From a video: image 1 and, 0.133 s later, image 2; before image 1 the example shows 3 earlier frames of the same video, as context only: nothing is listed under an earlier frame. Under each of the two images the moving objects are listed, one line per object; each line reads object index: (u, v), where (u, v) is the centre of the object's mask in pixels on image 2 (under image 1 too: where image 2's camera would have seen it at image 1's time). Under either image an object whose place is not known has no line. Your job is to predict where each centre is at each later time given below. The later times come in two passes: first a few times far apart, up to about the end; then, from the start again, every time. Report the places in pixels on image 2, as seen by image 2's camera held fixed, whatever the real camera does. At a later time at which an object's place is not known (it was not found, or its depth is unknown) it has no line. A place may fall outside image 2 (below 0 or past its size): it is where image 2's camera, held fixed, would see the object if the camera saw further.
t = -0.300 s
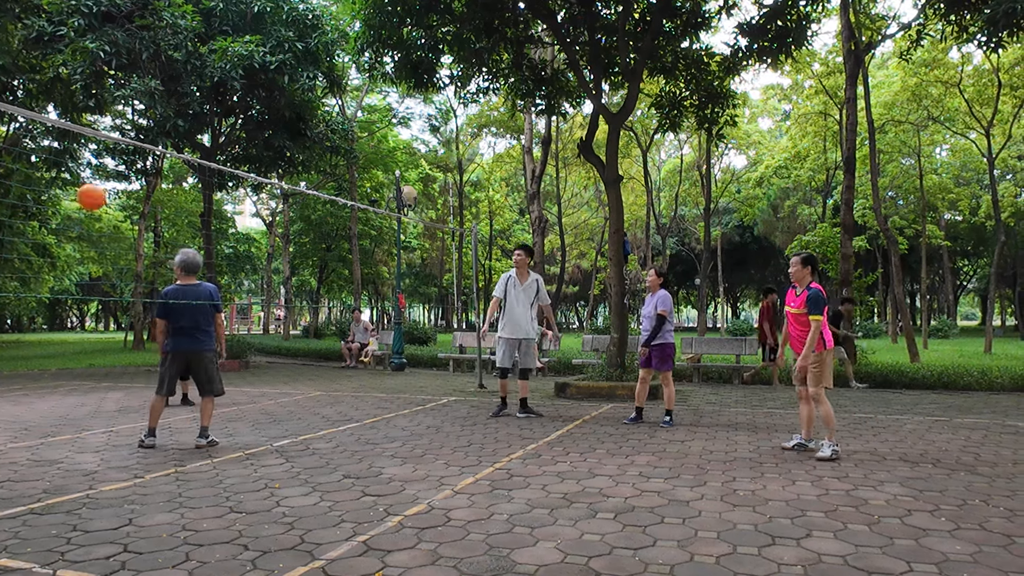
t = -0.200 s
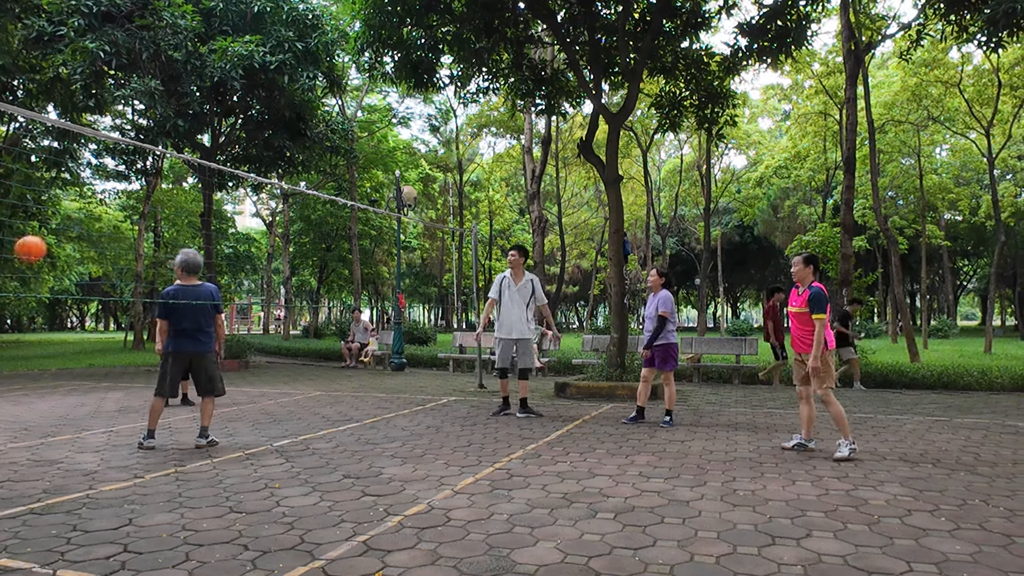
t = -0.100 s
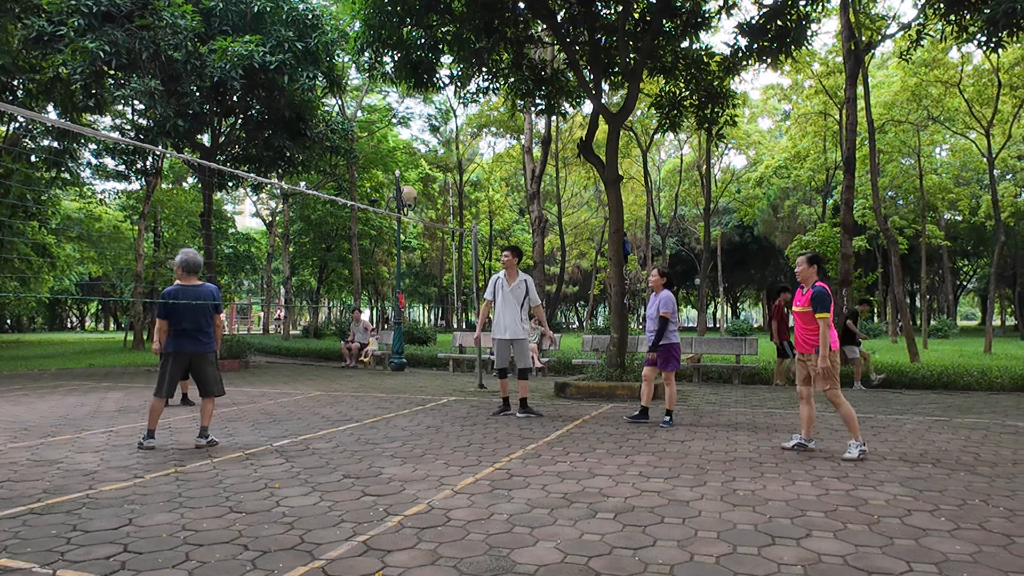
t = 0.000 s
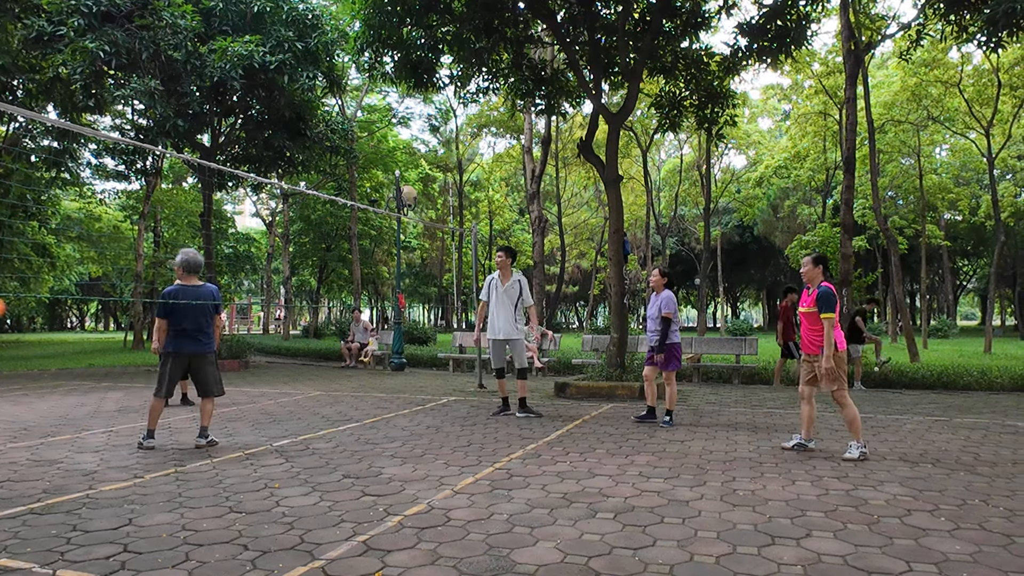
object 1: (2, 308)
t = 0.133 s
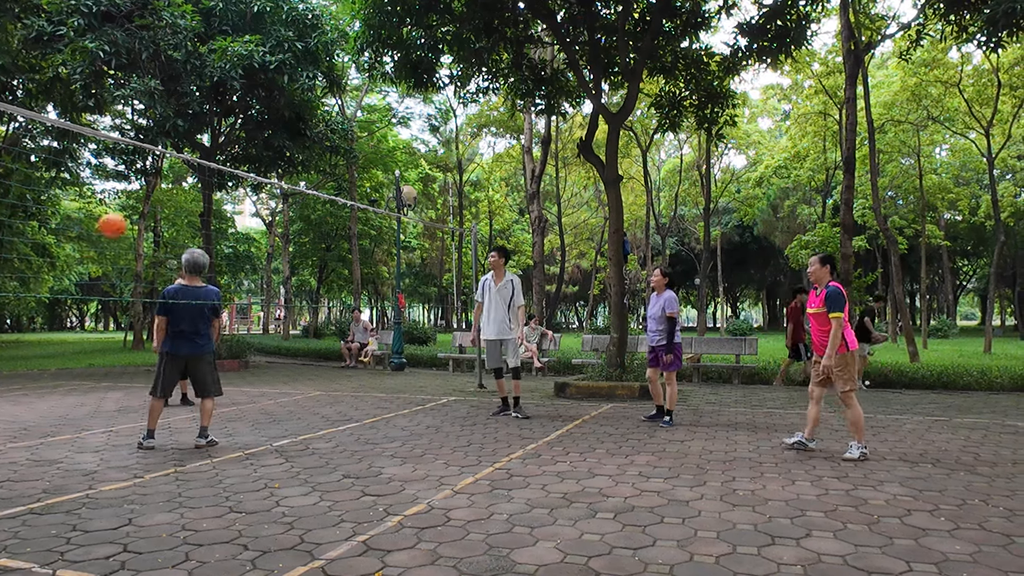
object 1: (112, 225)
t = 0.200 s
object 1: (168, 193)
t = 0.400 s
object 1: (318, 129)
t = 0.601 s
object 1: (450, 109)
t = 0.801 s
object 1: (567, 123)
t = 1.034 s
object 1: (688, 180)
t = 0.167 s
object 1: (140, 209)
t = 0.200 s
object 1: (168, 193)
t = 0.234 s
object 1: (194, 178)
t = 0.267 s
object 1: (220, 166)
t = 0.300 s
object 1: (246, 155)
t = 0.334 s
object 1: (271, 145)
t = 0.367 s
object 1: (294, 137)
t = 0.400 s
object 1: (318, 129)
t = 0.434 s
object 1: (341, 124)
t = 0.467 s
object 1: (364, 118)
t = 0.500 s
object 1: (386, 114)
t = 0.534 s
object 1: (408, 111)
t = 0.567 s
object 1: (430, 110)
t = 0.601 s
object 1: (450, 109)
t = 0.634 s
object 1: (470, 109)
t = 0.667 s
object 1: (490, 111)
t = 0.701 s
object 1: (510, 112)
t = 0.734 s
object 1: (529, 114)
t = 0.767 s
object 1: (549, 118)
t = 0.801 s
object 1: (567, 123)
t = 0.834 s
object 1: (586, 128)
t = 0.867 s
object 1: (603, 135)
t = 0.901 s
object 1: (620, 142)
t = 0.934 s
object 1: (638, 150)
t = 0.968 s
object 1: (655, 159)
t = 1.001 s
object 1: (671, 169)
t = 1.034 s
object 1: (688, 180)
